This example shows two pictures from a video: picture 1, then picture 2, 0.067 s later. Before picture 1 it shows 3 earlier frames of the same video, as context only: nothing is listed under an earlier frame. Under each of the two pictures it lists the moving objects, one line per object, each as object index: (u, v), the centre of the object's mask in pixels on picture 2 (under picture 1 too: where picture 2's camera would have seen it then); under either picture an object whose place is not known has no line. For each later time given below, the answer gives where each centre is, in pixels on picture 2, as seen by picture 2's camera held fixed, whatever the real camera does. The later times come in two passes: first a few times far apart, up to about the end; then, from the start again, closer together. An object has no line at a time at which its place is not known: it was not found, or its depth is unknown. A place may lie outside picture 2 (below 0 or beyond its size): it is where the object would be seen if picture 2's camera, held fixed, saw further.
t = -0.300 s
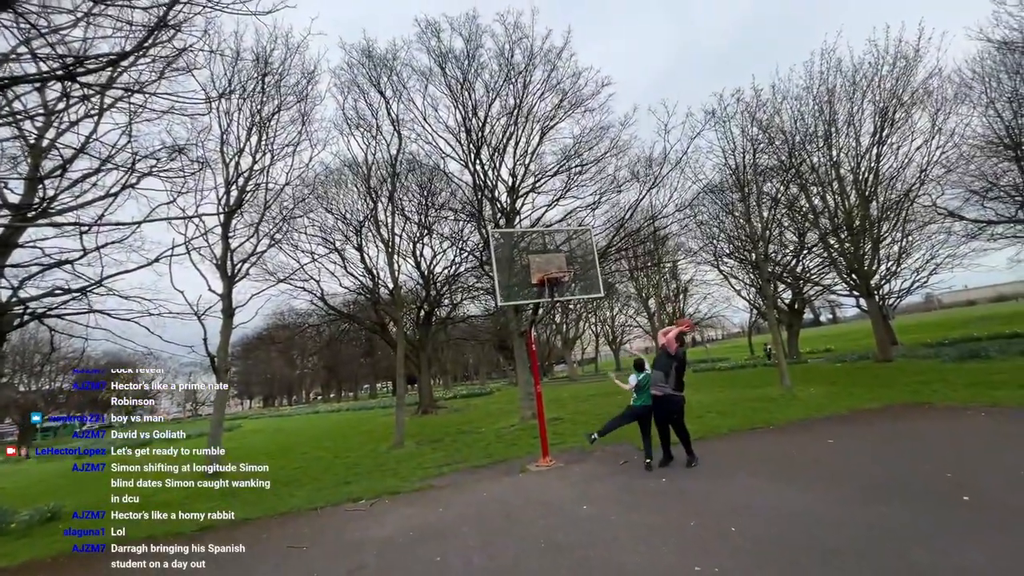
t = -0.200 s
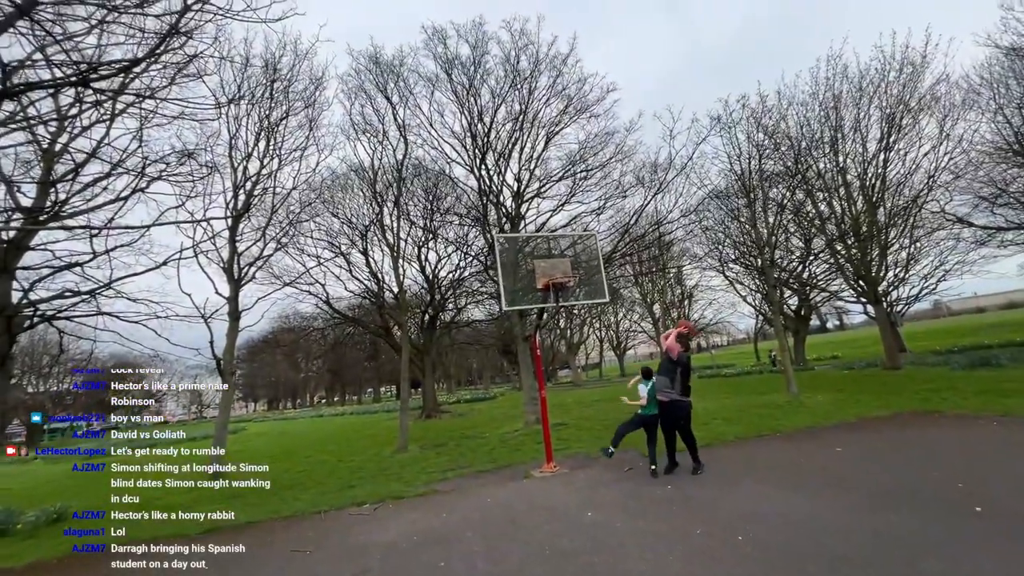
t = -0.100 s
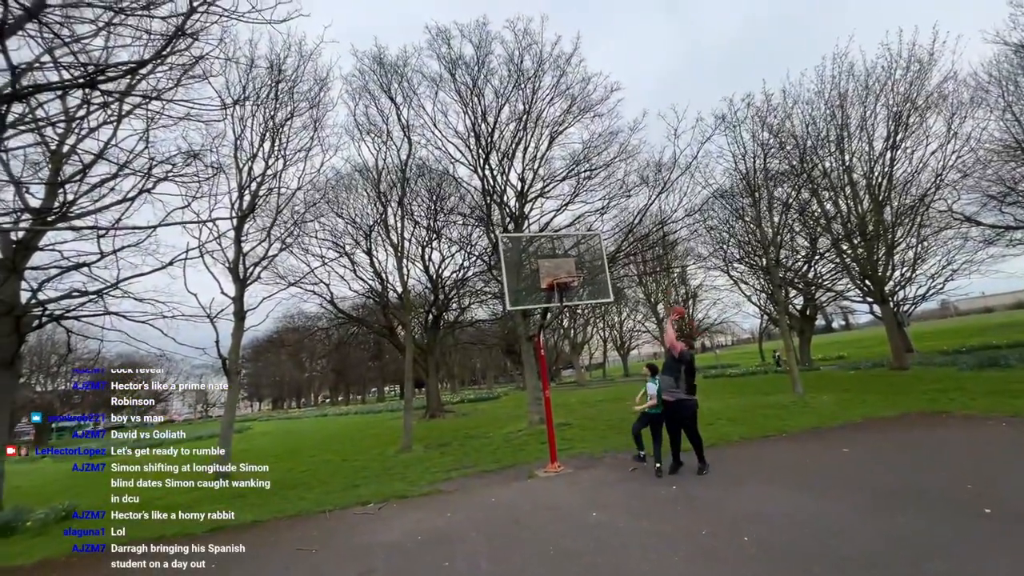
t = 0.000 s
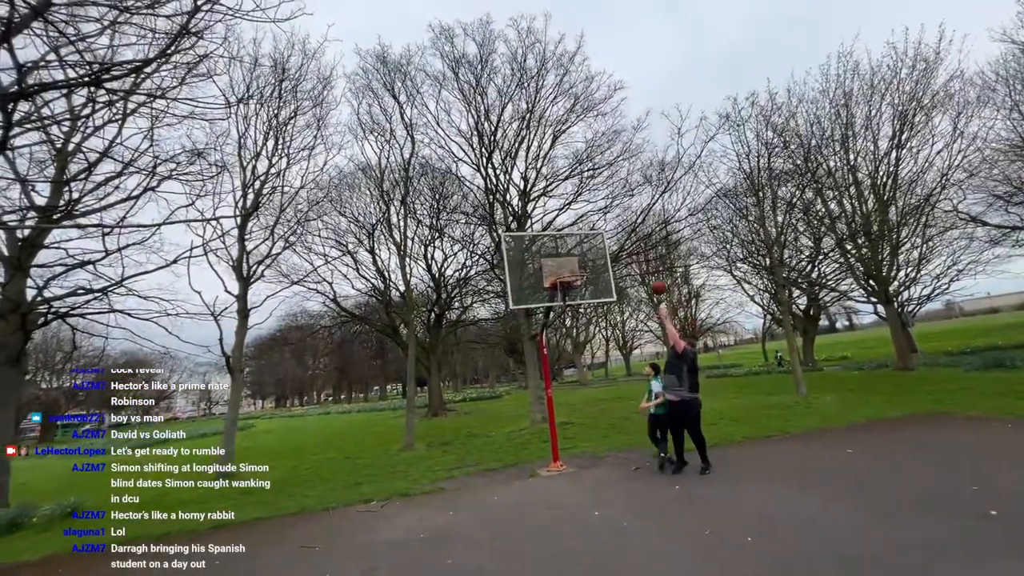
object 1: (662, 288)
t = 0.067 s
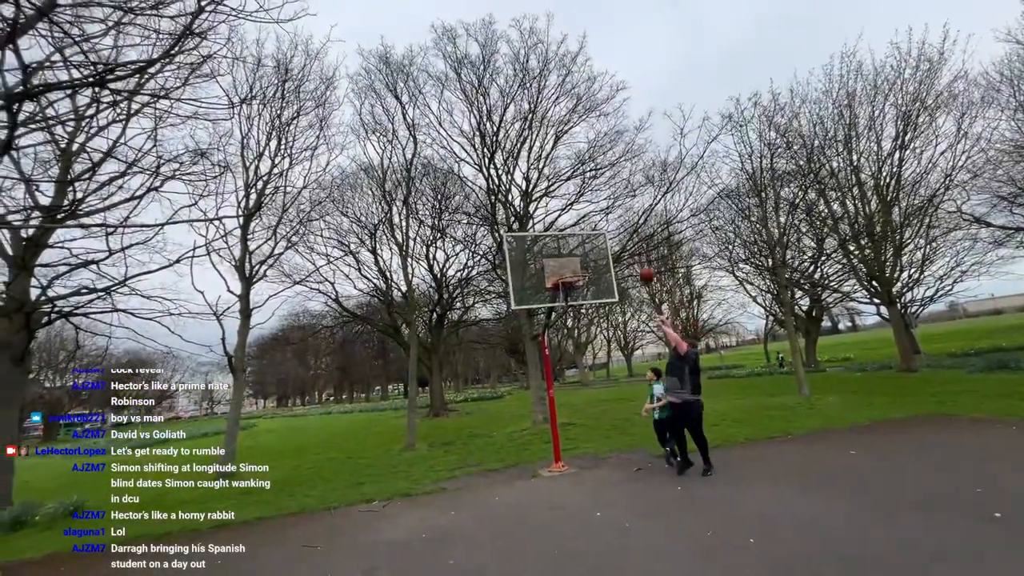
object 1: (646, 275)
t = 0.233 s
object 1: (614, 254)
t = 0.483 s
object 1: (583, 252)
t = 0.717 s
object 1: (571, 280)
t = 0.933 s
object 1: (567, 334)
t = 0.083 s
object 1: (645, 272)
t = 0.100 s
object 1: (641, 269)
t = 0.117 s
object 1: (636, 267)
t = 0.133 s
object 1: (633, 264)
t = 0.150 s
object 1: (631, 262)
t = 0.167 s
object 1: (629, 261)
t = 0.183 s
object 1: (626, 260)
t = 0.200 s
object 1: (619, 256)
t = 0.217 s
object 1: (618, 255)
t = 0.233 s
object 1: (614, 254)
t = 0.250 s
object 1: (613, 253)
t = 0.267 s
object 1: (611, 251)
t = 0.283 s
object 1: (606, 250)
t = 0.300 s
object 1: (604, 250)
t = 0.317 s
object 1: (600, 249)
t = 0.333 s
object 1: (597, 249)
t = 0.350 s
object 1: (595, 249)
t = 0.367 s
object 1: (593, 249)
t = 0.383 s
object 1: (590, 249)
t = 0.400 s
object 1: (588, 250)
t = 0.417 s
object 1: (585, 252)
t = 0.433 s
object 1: (584, 252)
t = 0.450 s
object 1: (583, 252)
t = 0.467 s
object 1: (583, 252)
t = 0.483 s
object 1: (583, 252)
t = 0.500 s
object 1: (582, 253)
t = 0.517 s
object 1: (581, 254)
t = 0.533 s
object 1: (578, 256)
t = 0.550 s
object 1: (577, 257)
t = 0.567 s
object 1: (576, 257)
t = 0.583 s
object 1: (575, 259)
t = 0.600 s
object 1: (574, 260)
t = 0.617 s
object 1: (574, 262)
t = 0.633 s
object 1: (573, 264)
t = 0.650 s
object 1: (573, 265)
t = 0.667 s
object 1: (572, 266)
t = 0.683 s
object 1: (571, 267)
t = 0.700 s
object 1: (572, 278)
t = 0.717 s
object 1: (571, 280)
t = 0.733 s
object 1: (572, 281)
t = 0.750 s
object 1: (567, 285)
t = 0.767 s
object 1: (567, 285)
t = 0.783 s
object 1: (567, 292)
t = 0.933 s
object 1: (567, 334)
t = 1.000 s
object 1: (568, 358)
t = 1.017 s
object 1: (569, 364)
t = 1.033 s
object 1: (571, 373)
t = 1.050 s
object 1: (571, 382)
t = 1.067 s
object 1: (572, 391)
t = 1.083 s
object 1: (573, 399)
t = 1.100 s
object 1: (573, 409)
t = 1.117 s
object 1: (573, 419)
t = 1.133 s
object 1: (574, 428)
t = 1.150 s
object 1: (574, 439)
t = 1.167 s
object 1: (575, 450)
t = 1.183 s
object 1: (576, 461)
